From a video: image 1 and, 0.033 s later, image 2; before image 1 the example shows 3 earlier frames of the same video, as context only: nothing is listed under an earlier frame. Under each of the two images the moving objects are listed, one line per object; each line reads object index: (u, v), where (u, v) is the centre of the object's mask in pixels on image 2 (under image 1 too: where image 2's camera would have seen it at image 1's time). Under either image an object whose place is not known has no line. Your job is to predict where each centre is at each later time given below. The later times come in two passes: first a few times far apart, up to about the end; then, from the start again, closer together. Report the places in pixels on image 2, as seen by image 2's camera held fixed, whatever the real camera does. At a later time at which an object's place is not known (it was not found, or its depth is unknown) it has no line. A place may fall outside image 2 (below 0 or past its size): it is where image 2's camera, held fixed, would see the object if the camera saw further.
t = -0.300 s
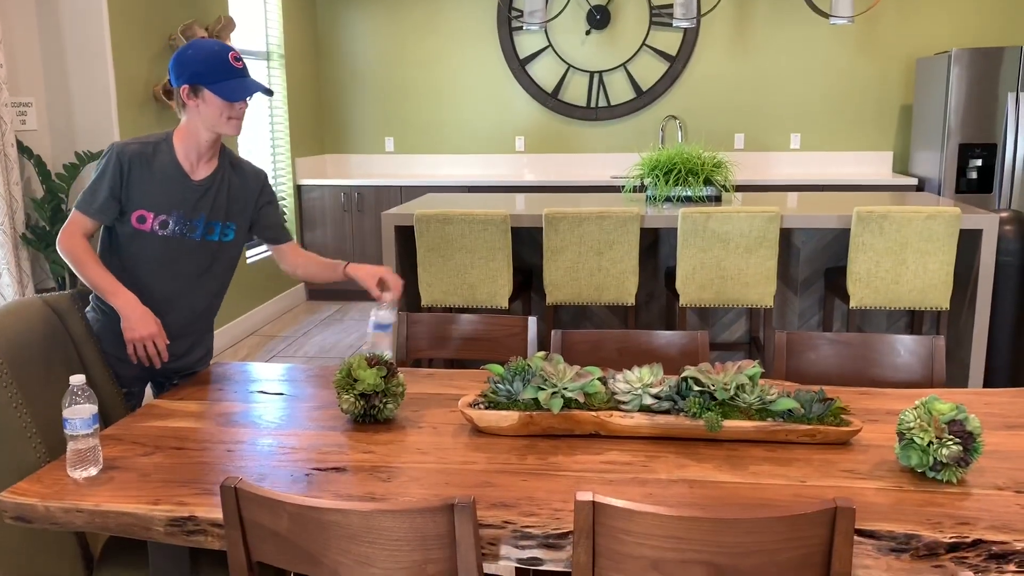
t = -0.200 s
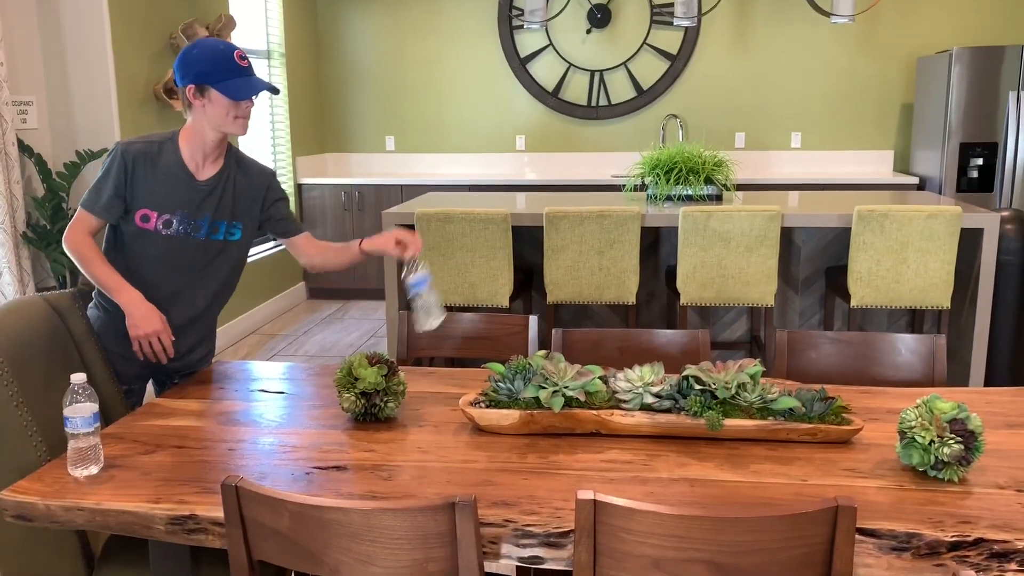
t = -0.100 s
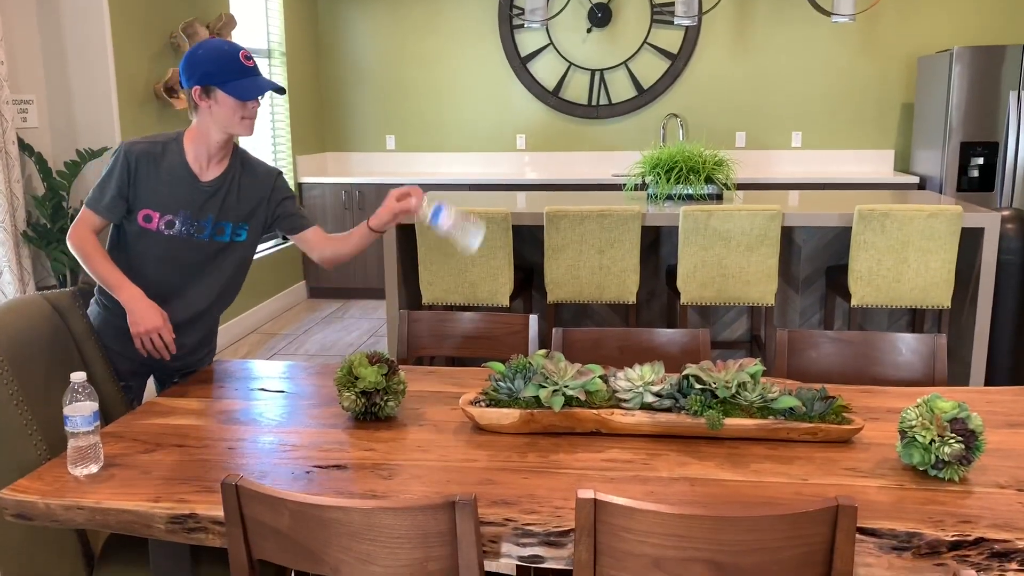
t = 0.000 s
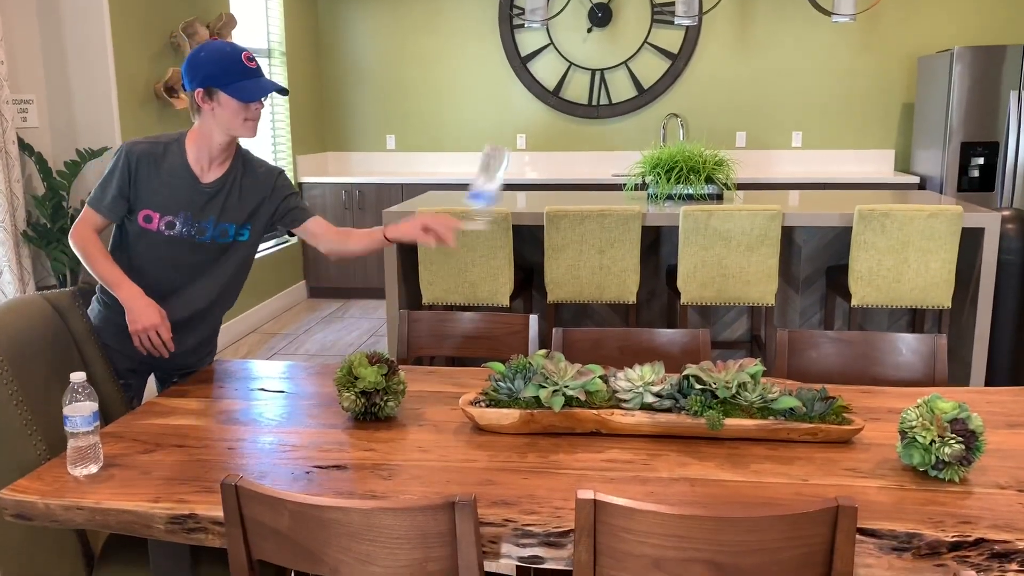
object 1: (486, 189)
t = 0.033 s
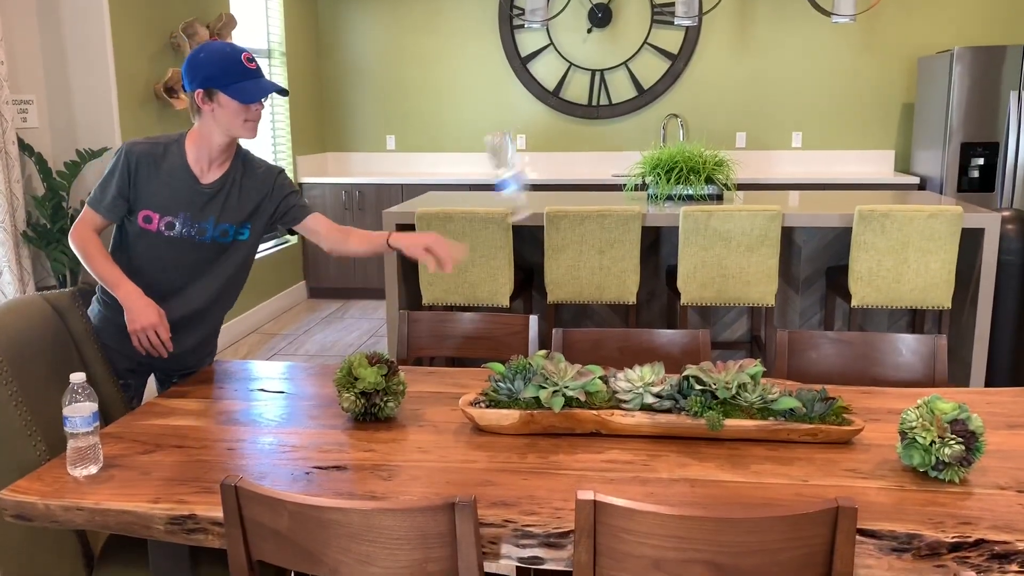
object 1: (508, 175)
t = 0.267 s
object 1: (593, 199)
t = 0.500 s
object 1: (674, 422)
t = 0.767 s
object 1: (759, 482)
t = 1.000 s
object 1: (775, 486)
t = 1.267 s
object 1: (784, 488)
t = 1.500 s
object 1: (784, 488)
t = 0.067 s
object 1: (526, 161)
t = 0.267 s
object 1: (593, 199)
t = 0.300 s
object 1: (605, 228)
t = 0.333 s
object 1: (616, 262)
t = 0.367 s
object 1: (628, 302)
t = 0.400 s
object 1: (638, 349)
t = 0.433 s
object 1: (651, 401)
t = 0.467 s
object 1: (664, 422)
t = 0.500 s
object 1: (674, 422)
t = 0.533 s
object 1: (684, 426)
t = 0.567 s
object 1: (695, 429)
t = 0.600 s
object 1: (706, 433)
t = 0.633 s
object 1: (718, 438)
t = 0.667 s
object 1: (732, 445)
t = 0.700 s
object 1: (747, 459)
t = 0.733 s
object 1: (758, 480)
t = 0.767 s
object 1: (759, 482)
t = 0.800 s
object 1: (759, 483)
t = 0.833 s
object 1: (760, 483)
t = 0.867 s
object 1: (763, 484)
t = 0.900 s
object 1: (766, 484)
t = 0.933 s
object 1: (769, 485)
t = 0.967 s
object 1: (772, 486)
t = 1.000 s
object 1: (775, 486)
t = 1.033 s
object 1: (778, 487)
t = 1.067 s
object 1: (781, 487)
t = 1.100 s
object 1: (783, 488)
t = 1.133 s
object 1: (784, 488)
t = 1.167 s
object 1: (784, 488)
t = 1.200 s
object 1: (784, 488)
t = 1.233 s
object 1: (783, 488)
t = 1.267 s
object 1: (784, 488)
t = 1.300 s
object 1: (784, 488)
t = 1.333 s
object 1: (784, 488)
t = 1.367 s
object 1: (784, 488)
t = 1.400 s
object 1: (784, 488)
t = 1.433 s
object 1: (784, 488)
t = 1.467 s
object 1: (784, 488)
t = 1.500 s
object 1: (784, 488)
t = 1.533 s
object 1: (784, 488)
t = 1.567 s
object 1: (784, 488)
